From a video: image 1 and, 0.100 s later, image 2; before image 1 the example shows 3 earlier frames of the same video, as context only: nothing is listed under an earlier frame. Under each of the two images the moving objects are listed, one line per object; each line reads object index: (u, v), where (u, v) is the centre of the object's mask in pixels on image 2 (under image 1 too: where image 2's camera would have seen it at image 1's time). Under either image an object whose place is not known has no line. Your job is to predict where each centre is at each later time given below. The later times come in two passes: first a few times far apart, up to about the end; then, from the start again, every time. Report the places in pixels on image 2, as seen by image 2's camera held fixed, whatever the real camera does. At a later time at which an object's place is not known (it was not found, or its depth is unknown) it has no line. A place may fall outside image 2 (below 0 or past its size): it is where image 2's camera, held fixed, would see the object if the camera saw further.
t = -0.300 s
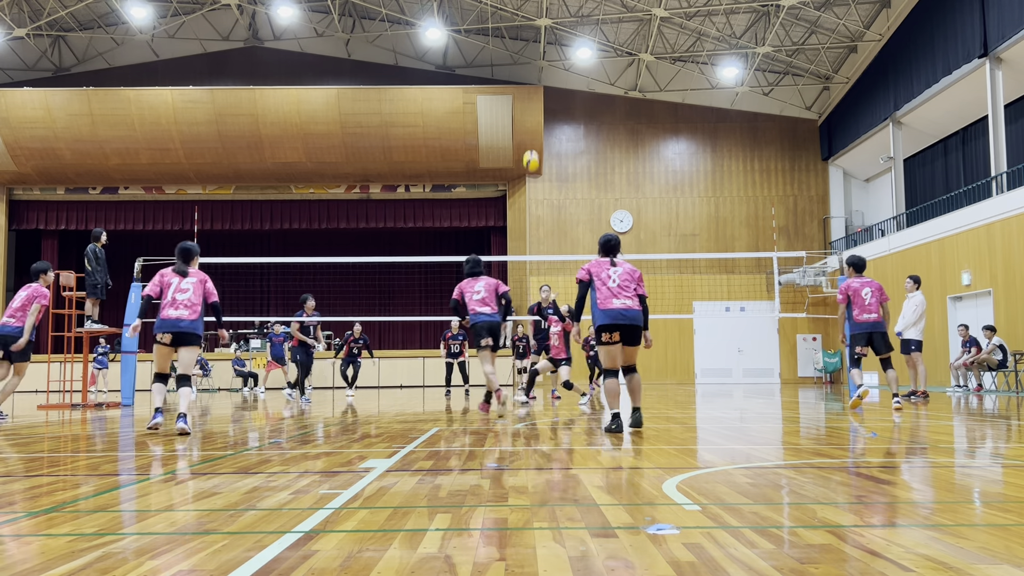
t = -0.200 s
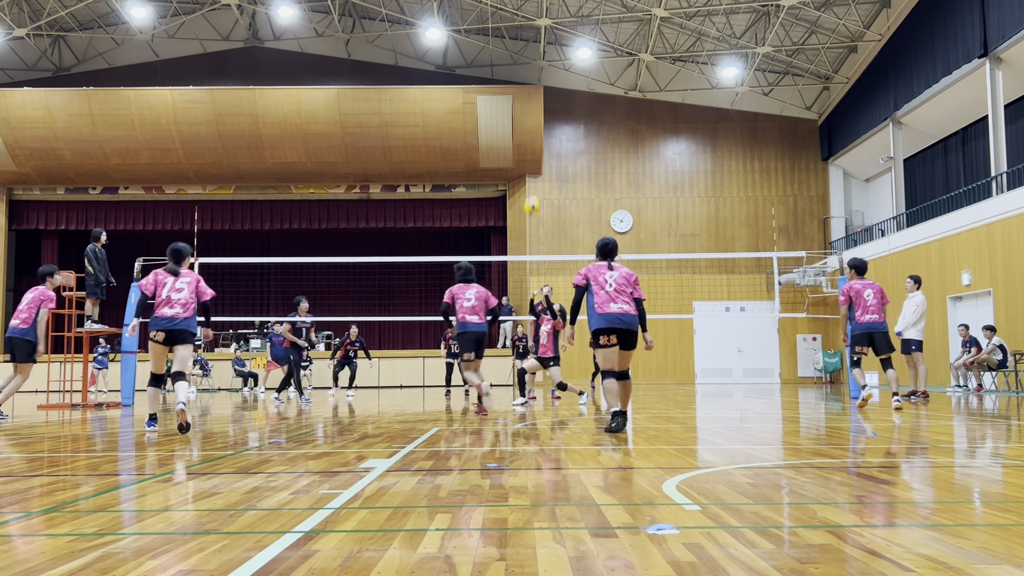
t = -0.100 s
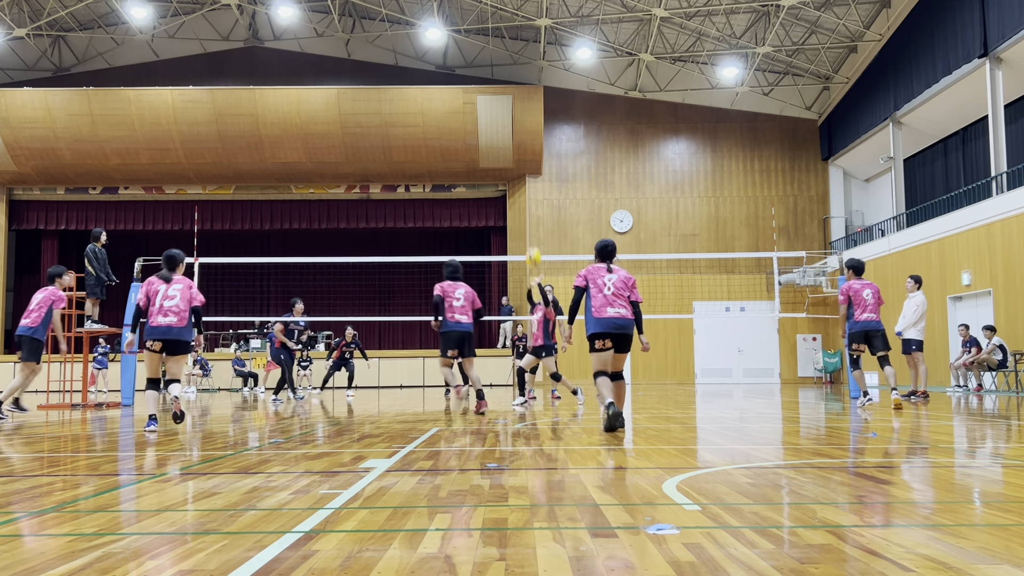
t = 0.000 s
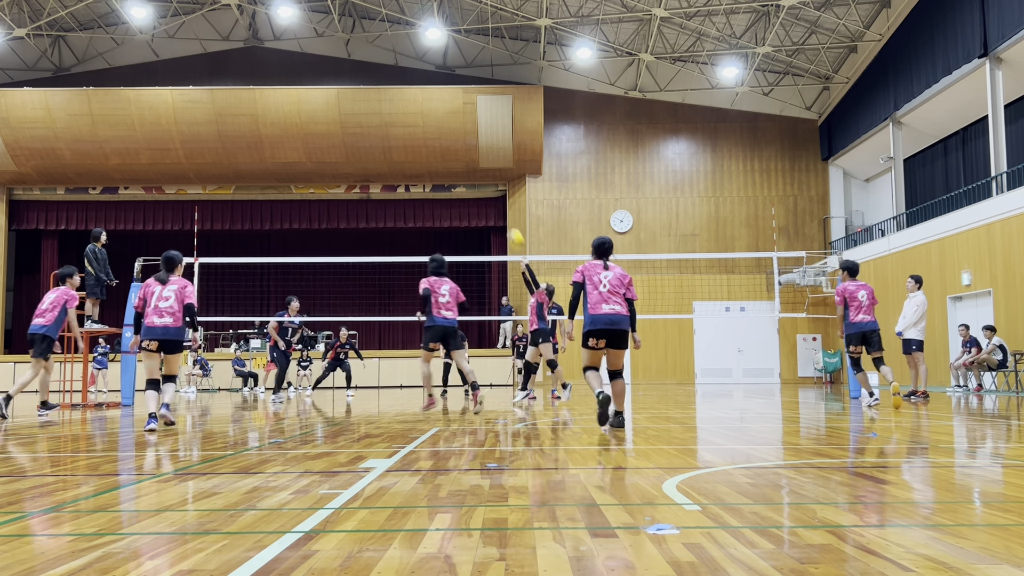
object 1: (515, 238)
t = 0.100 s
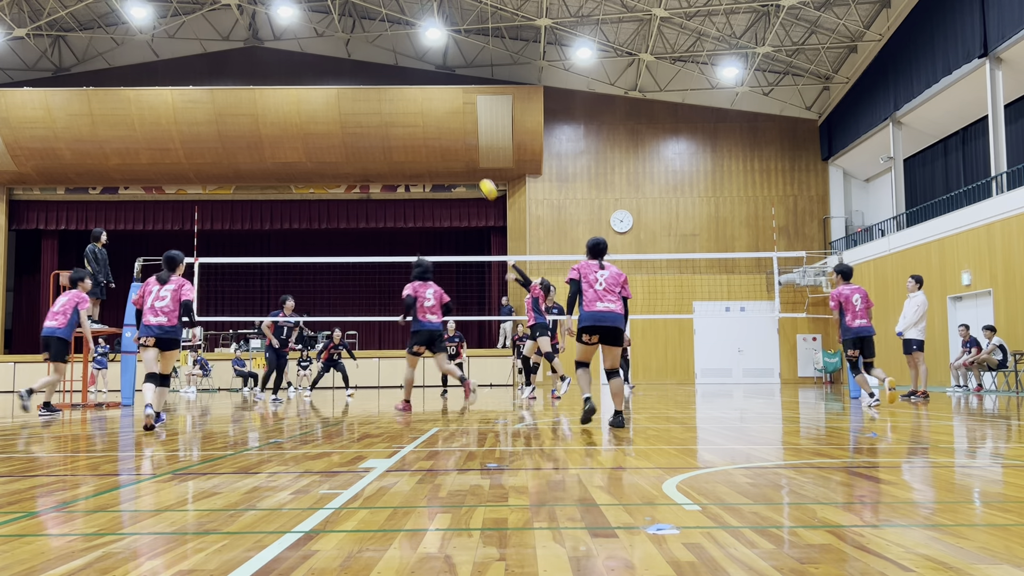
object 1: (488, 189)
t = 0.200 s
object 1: (461, 148)
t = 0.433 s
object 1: (401, 85)
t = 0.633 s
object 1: (352, 66)
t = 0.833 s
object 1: (306, 74)
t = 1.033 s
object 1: (263, 109)
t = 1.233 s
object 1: (222, 169)
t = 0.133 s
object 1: (479, 174)
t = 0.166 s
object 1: (470, 161)
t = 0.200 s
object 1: (461, 148)
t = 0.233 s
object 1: (452, 136)
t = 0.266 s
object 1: (443, 125)
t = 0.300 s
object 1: (434, 115)
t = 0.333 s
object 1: (426, 107)
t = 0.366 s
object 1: (418, 99)
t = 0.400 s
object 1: (409, 91)
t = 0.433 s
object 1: (401, 85)
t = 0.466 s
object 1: (393, 80)
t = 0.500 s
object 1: (385, 76)
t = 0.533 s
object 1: (376, 72)
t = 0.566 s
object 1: (368, 69)
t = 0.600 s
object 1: (360, 67)
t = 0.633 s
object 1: (352, 66)
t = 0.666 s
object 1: (345, 65)
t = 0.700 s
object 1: (337, 65)
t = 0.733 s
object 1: (329, 66)
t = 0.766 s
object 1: (321, 68)
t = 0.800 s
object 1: (314, 71)
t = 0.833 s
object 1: (306, 74)
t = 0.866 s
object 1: (299, 78)
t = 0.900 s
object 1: (292, 82)
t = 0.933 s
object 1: (285, 88)
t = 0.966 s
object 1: (278, 94)
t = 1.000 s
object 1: (270, 101)
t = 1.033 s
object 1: (263, 109)
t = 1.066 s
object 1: (256, 117)
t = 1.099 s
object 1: (249, 126)
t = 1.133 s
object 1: (242, 136)
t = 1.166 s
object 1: (236, 146)
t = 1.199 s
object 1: (229, 157)
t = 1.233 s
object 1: (222, 169)
